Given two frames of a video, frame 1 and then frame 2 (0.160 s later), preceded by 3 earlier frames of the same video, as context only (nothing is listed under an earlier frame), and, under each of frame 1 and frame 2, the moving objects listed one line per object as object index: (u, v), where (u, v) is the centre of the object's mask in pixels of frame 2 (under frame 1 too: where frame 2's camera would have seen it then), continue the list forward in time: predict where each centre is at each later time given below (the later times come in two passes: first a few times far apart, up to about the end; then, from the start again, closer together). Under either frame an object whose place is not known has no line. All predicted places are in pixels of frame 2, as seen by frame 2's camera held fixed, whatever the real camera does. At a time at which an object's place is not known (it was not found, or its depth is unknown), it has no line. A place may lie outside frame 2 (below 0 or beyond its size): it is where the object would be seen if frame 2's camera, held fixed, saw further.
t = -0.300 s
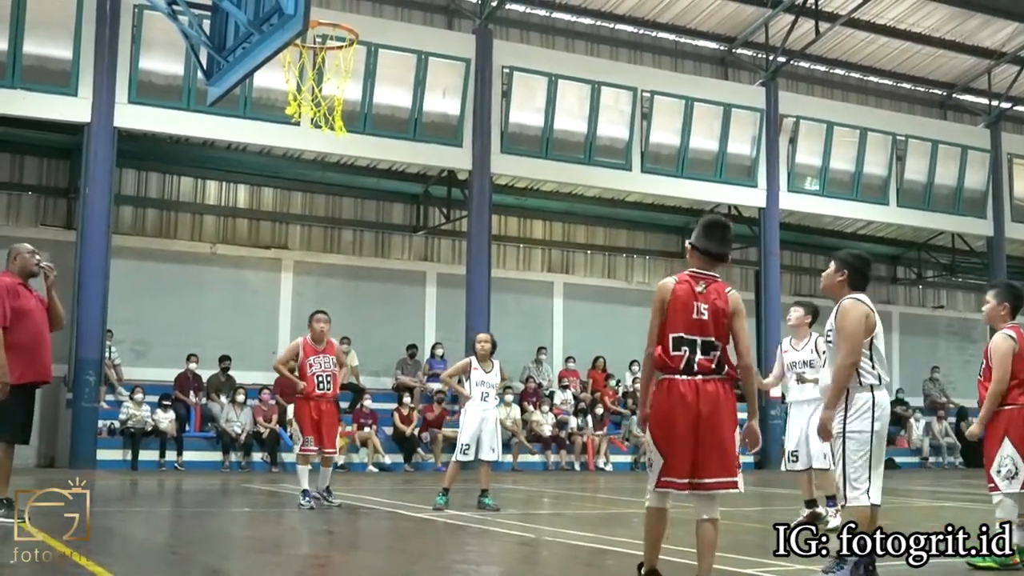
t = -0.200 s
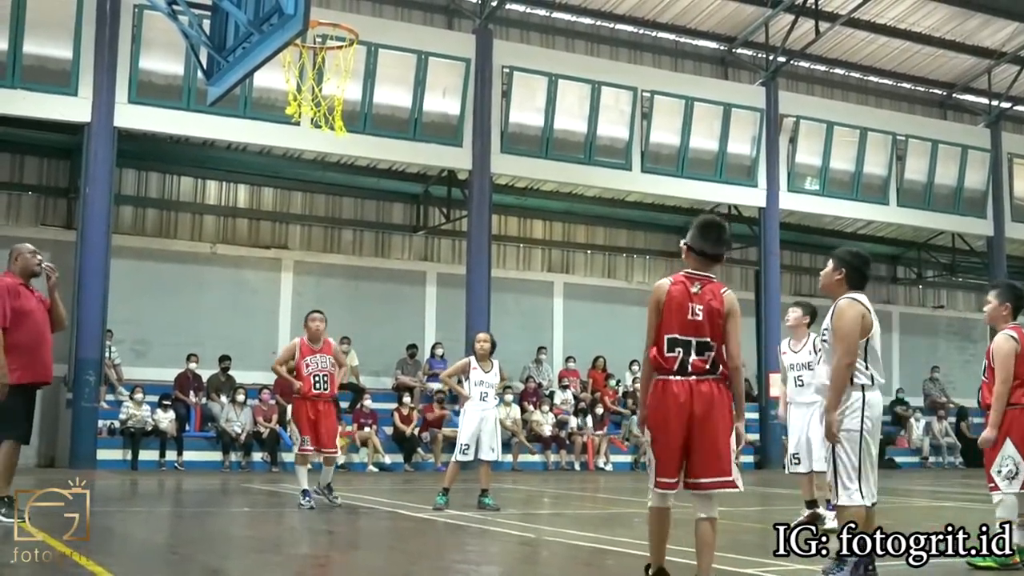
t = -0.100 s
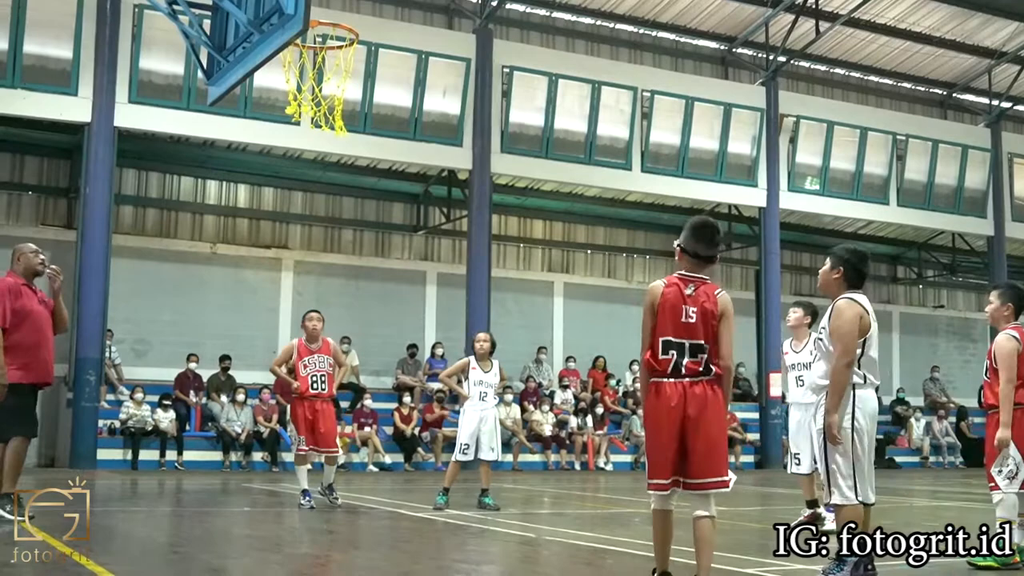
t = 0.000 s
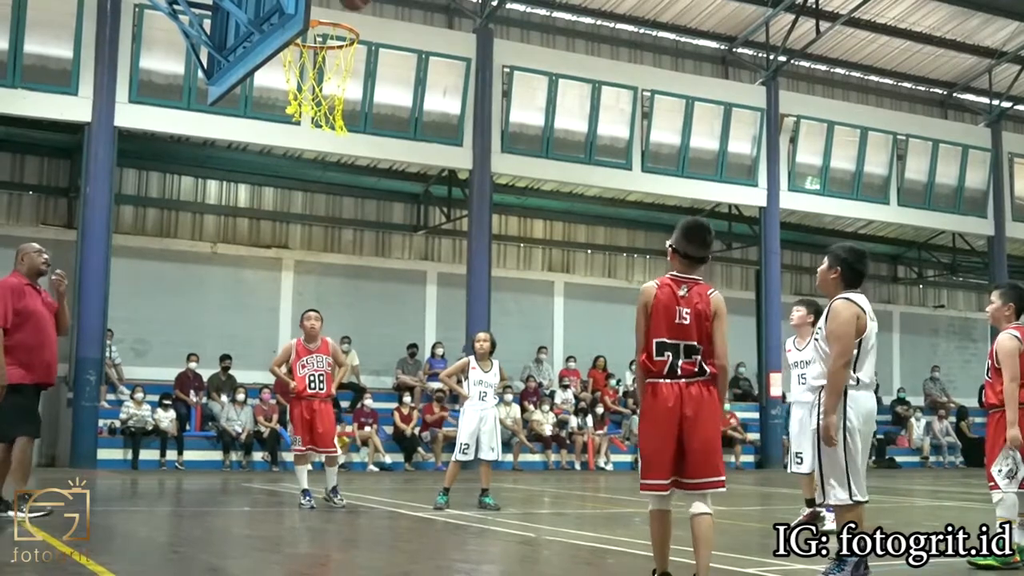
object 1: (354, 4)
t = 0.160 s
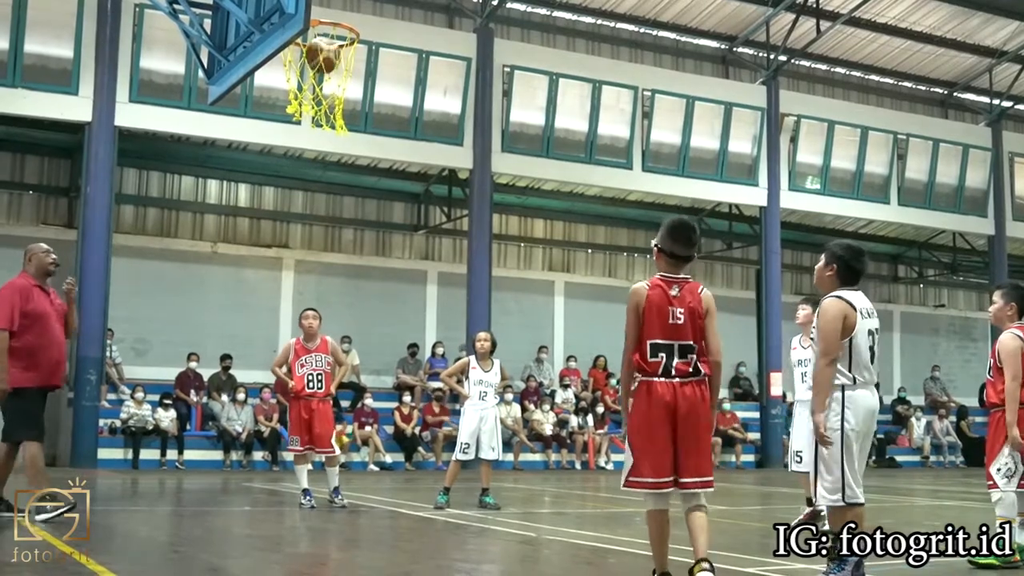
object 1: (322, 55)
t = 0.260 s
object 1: (337, 86)
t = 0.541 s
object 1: (355, 171)
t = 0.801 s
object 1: (367, 367)
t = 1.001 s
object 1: (372, 470)
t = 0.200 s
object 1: (329, 71)
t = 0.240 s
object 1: (335, 81)
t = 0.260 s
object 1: (337, 86)
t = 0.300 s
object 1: (343, 93)
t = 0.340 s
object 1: (345, 100)
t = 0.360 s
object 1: (346, 104)
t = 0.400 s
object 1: (348, 115)
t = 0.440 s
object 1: (350, 129)
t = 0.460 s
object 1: (350, 135)
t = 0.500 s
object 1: (353, 153)
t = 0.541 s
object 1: (355, 171)
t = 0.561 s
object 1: (355, 182)
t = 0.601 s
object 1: (358, 204)
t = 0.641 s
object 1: (360, 230)
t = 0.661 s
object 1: (360, 246)
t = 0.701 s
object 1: (362, 277)
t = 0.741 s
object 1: (364, 311)
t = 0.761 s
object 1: (365, 329)
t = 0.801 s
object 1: (367, 367)
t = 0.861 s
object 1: (369, 431)
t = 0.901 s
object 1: (371, 478)
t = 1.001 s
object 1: (372, 470)
